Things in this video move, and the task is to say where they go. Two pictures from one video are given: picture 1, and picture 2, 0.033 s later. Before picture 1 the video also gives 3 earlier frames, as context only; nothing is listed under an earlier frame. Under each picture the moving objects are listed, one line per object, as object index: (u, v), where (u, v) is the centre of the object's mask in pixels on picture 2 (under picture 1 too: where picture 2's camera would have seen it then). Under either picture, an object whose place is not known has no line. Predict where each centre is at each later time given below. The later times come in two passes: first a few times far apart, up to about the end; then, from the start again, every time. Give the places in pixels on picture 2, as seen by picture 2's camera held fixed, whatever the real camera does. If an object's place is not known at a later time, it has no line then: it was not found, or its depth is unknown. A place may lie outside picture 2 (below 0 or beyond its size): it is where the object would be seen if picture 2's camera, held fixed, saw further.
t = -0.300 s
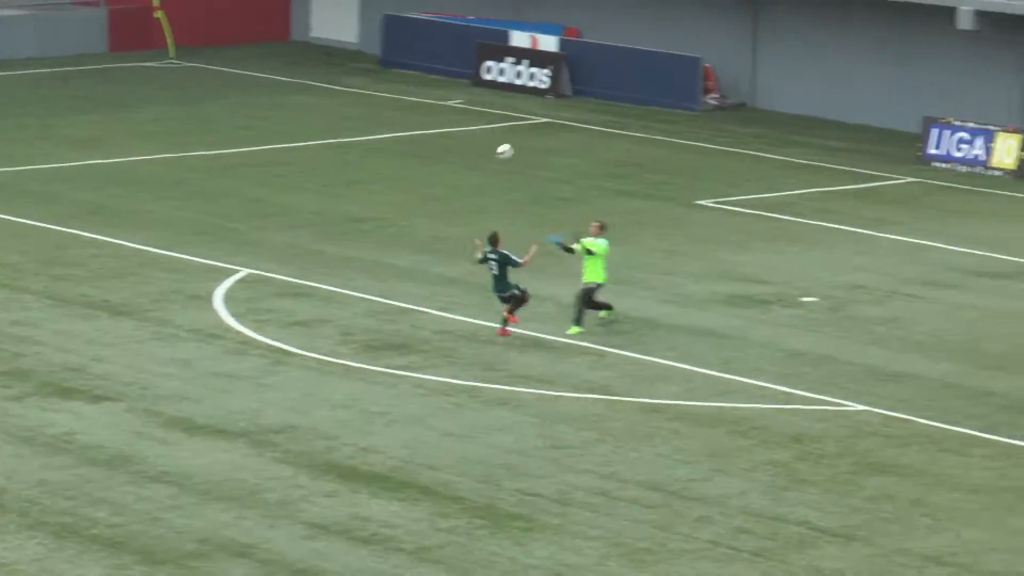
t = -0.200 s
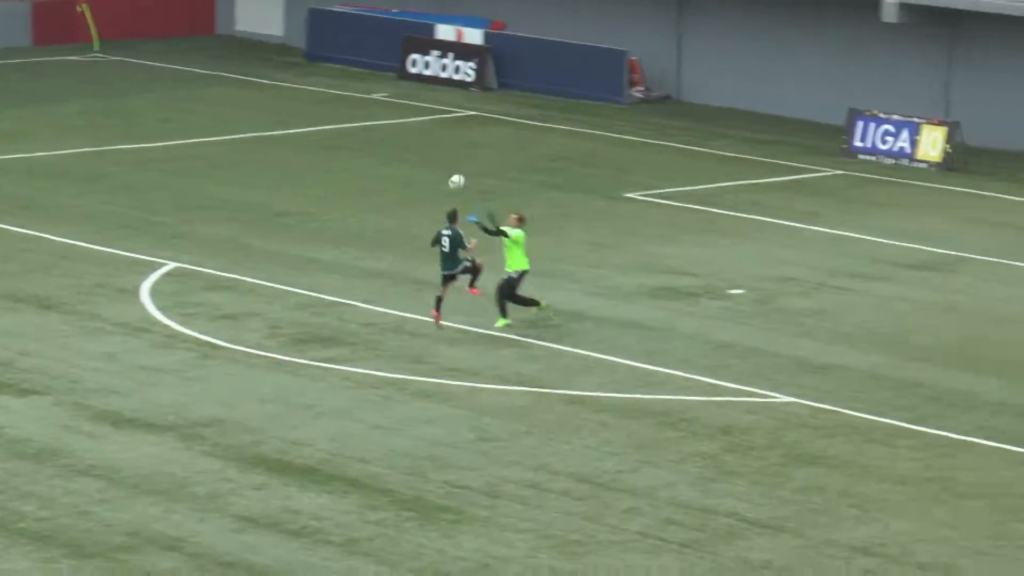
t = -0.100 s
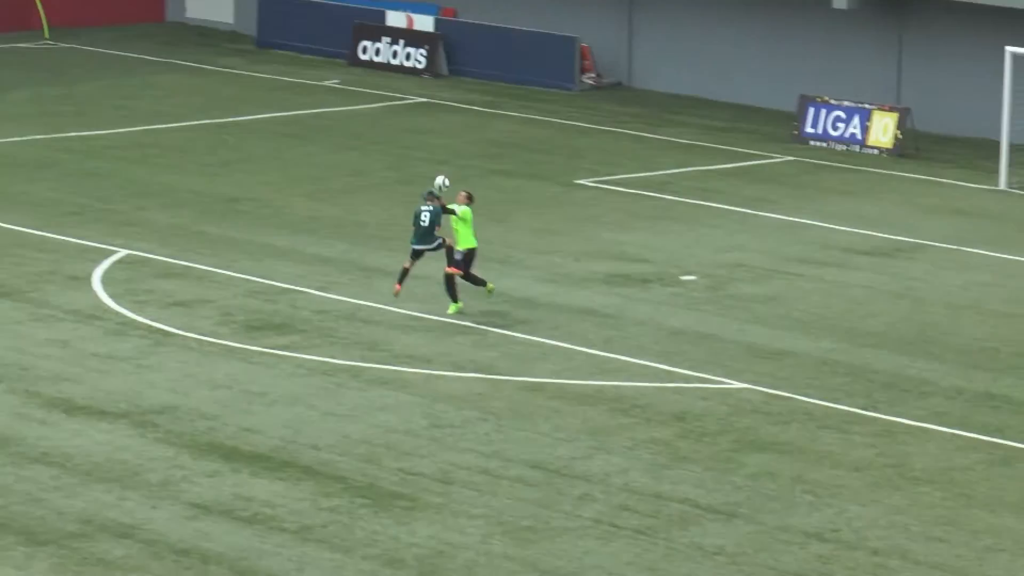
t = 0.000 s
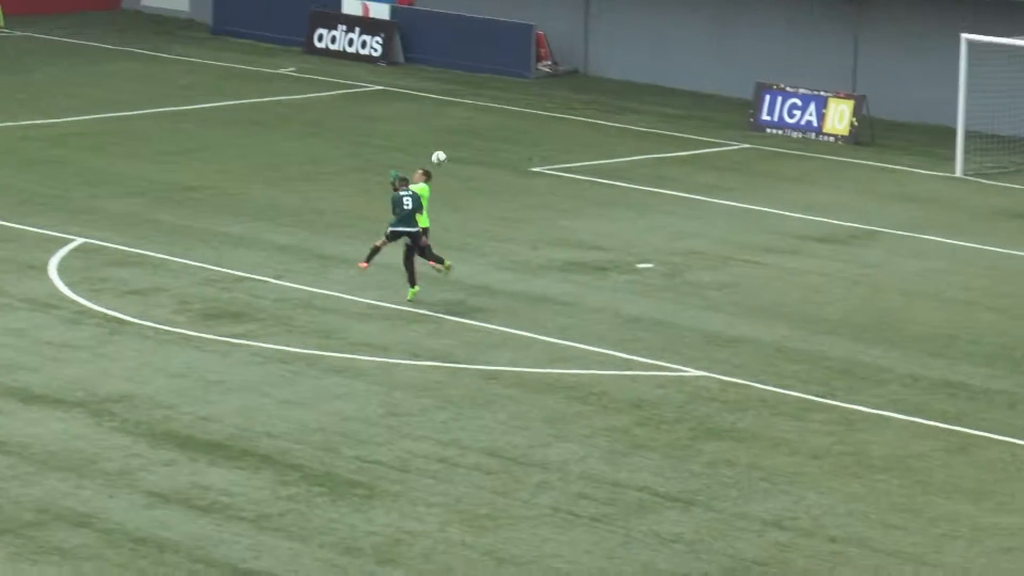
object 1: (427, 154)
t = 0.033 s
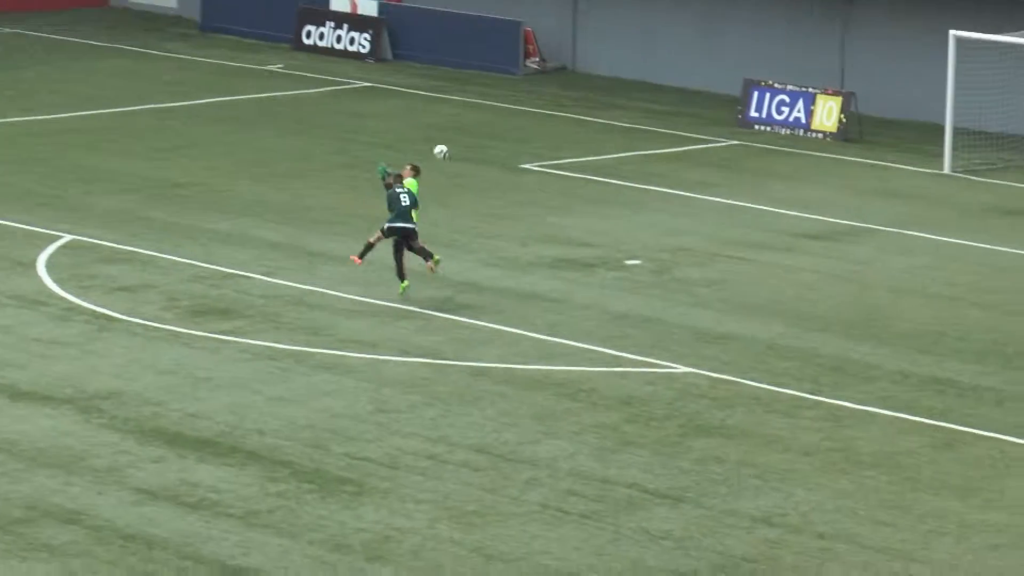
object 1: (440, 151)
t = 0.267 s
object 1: (527, 154)
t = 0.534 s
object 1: (615, 200)
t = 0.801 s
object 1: (693, 207)
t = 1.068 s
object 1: (767, 165)
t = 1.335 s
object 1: (837, 167)
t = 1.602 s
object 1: (902, 209)
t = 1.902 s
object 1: (971, 164)
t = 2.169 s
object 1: (1031, 171)
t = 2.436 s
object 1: (1086, 165)
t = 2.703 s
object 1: (1136, 163)
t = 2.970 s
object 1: (1164, 134)
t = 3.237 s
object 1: (1160, 117)
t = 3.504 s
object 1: (1148, 135)
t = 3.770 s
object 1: (1139, 158)
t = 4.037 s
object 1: (1140, 149)
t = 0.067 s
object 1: (453, 149)
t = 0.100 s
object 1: (467, 149)
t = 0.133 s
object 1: (479, 148)
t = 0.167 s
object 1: (491, 148)
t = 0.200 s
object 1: (504, 150)
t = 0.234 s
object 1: (516, 150)
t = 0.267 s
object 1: (527, 154)
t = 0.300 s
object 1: (539, 158)
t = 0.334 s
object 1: (551, 161)
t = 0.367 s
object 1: (561, 165)
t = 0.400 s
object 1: (572, 171)
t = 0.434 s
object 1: (584, 177)
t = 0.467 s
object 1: (594, 184)
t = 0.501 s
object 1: (604, 191)
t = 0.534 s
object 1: (615, 200)
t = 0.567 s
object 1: (626, 209)
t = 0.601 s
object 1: (636, 218)
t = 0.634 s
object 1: (646, 228)
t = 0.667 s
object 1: (656, 239)
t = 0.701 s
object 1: (664, 236)
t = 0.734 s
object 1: (674, 225)
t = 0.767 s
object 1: (684, 216)
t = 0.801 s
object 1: (693, 207)
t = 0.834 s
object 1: (702, 199)
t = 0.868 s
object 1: (712, 192)
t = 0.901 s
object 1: (720, 185)
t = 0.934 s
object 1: (730, 180)
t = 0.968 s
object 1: (740, 175)
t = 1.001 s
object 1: (749, 170)
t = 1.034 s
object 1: (758, 167)
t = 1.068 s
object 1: (767, 165)
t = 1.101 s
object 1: (776, 161)
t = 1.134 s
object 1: (785, 161)
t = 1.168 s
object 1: (794, 160)
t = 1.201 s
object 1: (802, 159)
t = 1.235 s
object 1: (811, 160)
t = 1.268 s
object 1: (820, 162)
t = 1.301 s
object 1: (828, 163)
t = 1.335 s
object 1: (837, 167)
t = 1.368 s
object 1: (845, 170)
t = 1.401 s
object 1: (854, 174)
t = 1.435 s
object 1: (861, 179)
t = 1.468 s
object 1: (870, 184)
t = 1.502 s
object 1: (878, 190)
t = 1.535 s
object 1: (886, 197)
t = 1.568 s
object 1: (894, 204)
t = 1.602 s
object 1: (902, 209)
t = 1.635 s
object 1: (909, 201)
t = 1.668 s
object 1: (917, 193)
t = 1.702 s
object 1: (925, 187)
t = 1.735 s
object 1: (933, 182)
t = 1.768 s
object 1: (940, 177)
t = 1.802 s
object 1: (949, 173)
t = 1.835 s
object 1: (957, 169)
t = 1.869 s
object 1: (964, 167)
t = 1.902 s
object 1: (971, 164)
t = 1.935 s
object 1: (980, 163)
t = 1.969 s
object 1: (987, 162)
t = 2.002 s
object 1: (995, 162)
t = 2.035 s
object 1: (1002, 162)
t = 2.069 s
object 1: (1009, 163)
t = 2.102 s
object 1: (1016, 165)
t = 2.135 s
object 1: (1024, 167)
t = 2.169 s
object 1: (1031, 171)
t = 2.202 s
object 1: (1038, 174)
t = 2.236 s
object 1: (1045, 179)
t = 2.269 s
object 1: (1052, 185)
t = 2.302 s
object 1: (1059, 182)
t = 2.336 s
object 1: (1065, 176)
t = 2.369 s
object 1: (1072, 172)
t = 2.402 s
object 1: (1079, 168)
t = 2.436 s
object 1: (1086, 165)
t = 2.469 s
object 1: (1092, 163)
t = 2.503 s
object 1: (1098, 161)
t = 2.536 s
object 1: (1105, 160)
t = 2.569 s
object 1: (1111, 159)
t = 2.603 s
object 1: (1118, 159)
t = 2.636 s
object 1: (1125, 160)
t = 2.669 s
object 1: (1130, 162)
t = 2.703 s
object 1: (1136, 163)
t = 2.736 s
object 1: (1143, 167)
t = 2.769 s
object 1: (1149, 166)
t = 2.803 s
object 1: (1152, 159)
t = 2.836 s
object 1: (1155, 153)
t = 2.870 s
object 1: (1158, 147)
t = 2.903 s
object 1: (1161, 143)
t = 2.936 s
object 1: (1162, 137)
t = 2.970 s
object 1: (1164, 134)
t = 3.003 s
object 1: (1164, 131)
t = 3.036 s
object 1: (1164, 127)
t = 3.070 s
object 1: (1163, 125)
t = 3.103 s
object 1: (1163, 122)
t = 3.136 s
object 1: (1163, 120)
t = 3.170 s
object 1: (1163, 118)
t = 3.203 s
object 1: (1162, 118)
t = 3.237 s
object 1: (1160, 117)
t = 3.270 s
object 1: (1159, 117)
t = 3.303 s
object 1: (1158, 118)
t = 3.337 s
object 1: (1157, 118)
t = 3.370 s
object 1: (1155, 120)
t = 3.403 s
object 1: (1153, 123)
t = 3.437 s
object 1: (1151, 126)
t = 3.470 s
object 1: (1149, 131)
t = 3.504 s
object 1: (1148, 135)
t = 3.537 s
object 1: (1146, 140)
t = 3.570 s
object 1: (1144, 145)
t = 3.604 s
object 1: (1143, 153)
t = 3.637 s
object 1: (1141, 159)
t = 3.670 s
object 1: (1139, 166)
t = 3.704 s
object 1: (1139, 167)
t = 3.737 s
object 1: (1139, 162)
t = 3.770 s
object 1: (1139, 158)
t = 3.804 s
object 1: (1140, 155)
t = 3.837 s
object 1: (1140, 152)
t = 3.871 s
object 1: (1140, 150)
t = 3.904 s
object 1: (1140, 148)
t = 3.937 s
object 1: (1140, 148)
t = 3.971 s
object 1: (1141, 148)
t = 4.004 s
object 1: (1141, 148)
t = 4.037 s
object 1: (1140, 149)
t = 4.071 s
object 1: (1141, 151)
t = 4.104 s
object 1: (1141, 153)
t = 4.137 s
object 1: (1141, 156)
